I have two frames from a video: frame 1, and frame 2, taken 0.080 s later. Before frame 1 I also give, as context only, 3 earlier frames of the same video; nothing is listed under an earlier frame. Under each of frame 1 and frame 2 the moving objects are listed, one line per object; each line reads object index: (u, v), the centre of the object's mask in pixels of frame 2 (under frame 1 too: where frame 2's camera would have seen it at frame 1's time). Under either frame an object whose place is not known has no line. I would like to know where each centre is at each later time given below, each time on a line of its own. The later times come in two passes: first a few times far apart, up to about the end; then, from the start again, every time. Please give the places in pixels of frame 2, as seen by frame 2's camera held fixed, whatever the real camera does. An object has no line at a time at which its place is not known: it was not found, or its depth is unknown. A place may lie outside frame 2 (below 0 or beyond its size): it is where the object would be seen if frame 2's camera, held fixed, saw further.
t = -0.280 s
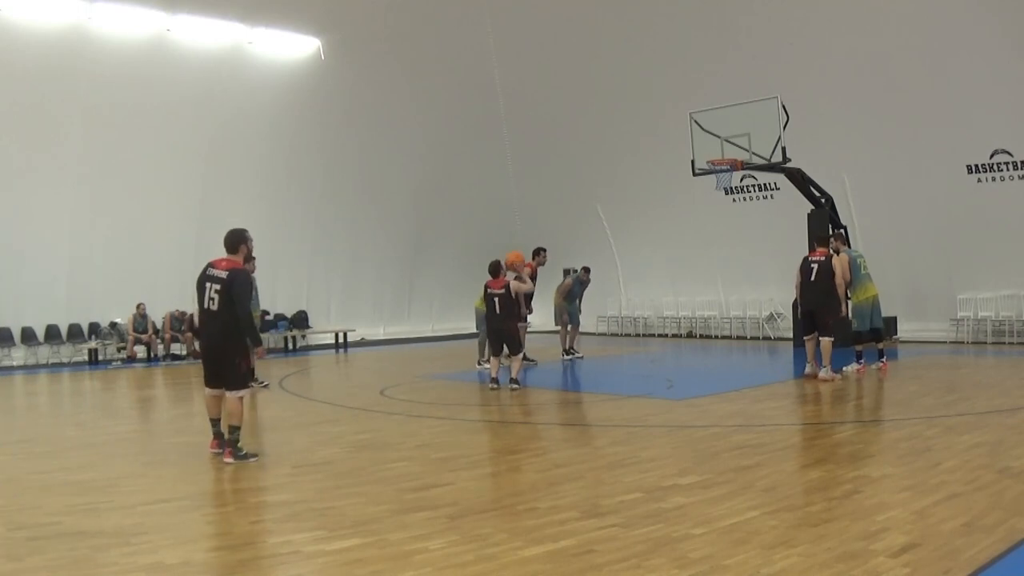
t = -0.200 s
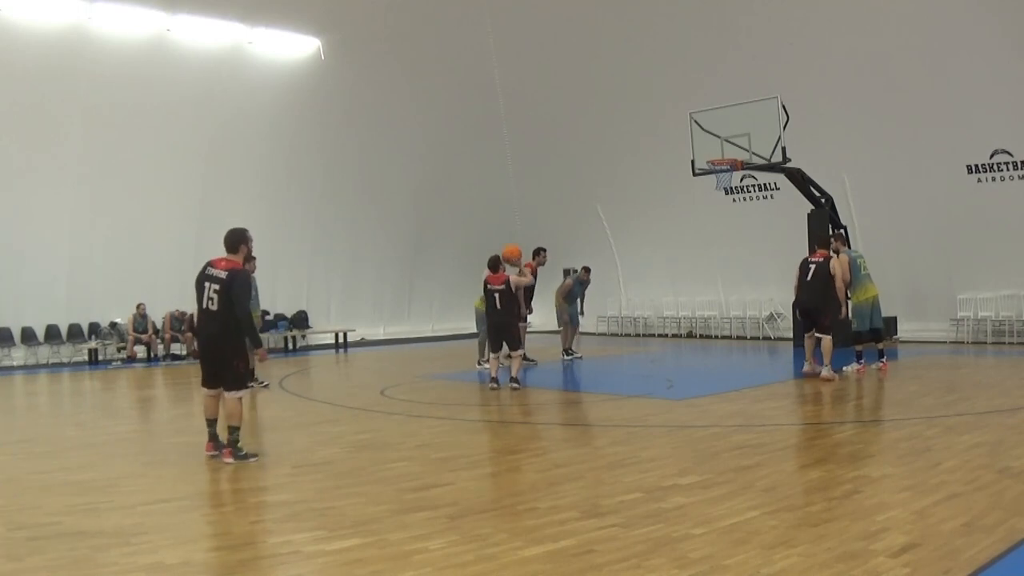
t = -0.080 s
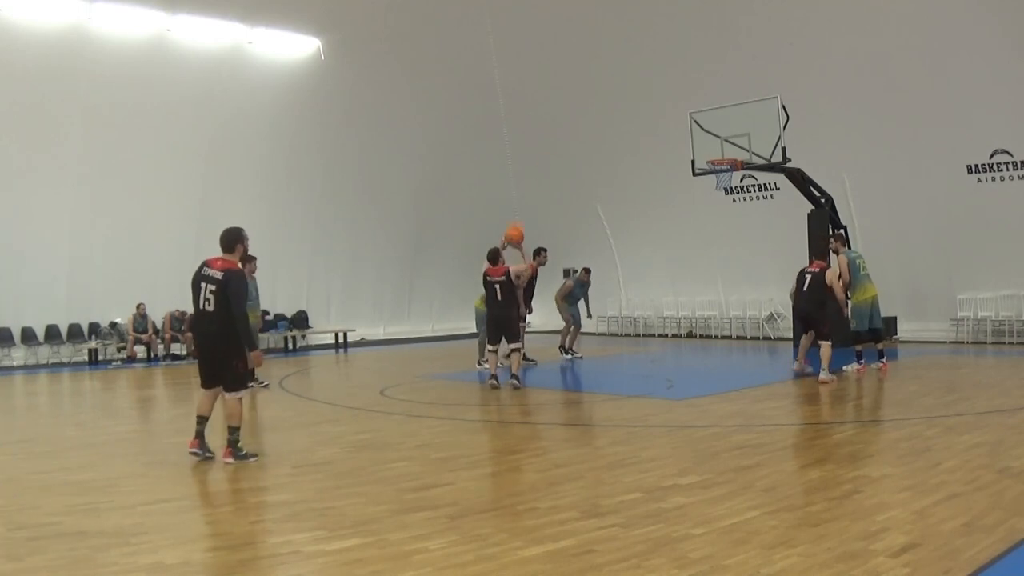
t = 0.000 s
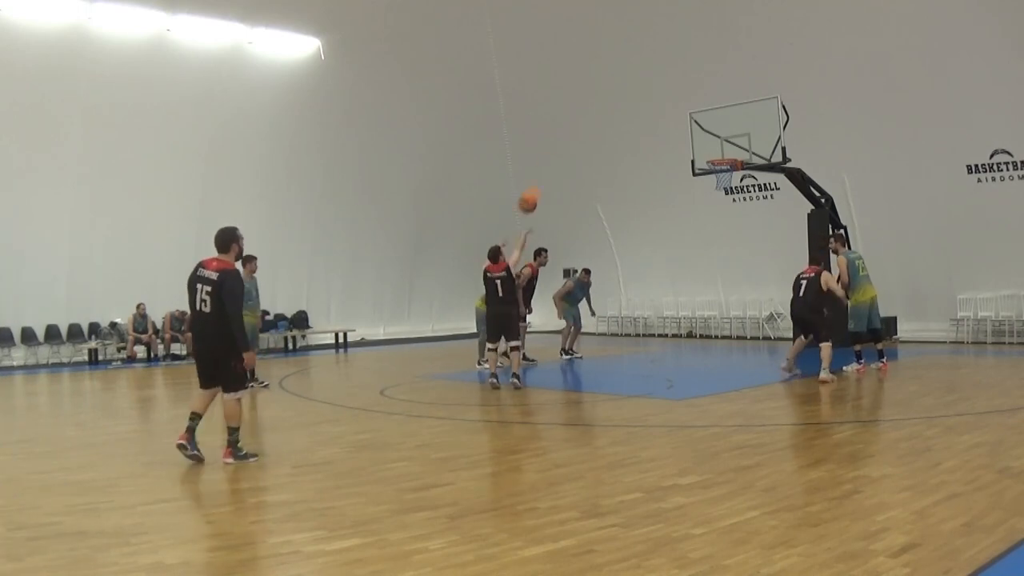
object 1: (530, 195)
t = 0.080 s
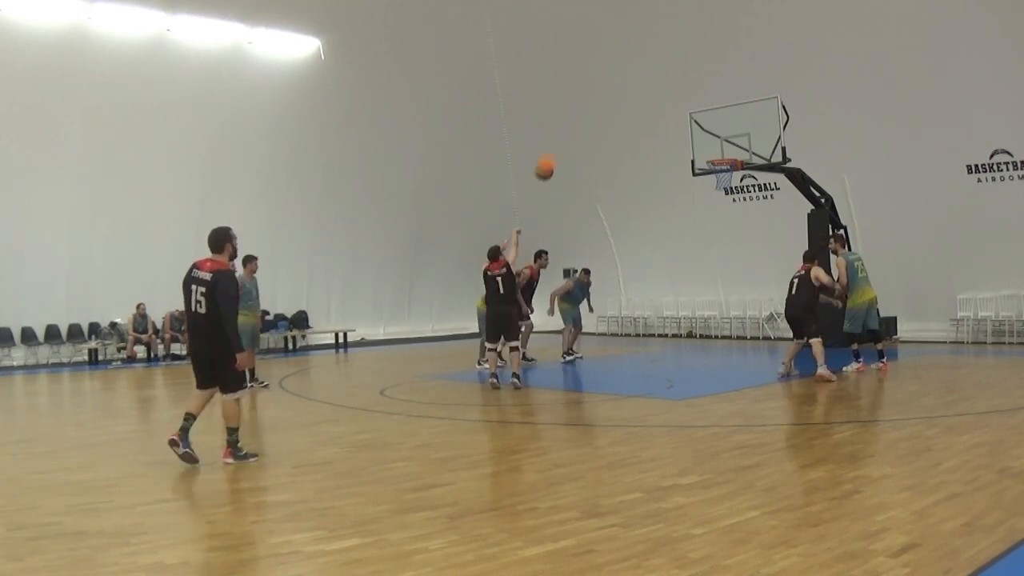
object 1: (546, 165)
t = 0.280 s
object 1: (585, 109)
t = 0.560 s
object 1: (636, 84)
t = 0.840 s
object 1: (685, 111)
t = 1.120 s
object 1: (725, 150)
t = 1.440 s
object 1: (723, 139)
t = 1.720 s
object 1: (714, 153)
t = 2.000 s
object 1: (700, 173)
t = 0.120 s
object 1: (554, 151)
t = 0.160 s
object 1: (561, 139)
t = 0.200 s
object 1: (570, 128)
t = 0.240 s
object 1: (577, 117)
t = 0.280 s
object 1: (585, 109)
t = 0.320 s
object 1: (592, 102)
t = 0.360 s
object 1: (600, 96)
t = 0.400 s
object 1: (607, 92)
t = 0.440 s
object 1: (615, 88)
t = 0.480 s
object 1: (622, 85)
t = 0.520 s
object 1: (629, 84)
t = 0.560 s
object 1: (636, 84)
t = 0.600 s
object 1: (643, 86)
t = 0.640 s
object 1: (651, 87)
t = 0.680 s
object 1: (657, 90)
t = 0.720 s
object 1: (664, 94)
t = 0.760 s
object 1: (671, 99)
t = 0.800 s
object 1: (678, 104)
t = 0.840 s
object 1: (685, 111)
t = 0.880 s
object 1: (692, 119)
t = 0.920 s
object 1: (698, 127)
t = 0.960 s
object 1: (705, 137)
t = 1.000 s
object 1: (711, 147)
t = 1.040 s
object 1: (716, 151)
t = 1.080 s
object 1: (721, 150)
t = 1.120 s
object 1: (725, 150)
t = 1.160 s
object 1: (729, 151)
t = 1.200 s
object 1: (729, 149)
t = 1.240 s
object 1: (727, 143)
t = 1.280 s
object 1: (727, 141)
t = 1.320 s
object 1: (726, 140)
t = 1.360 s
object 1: (725, 139)
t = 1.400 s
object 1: (724, 138)
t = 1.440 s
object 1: (723, 139)
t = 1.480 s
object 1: (723, 141)
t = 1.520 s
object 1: (722, 143)
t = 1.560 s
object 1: (721, 148)
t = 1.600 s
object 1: (720, 152)
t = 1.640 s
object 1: (720, 153)
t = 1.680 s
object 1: (717, 153)
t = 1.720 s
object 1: (714, 153)
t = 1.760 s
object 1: (711, 154)
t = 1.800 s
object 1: (710, 154)
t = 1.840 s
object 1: (708, 156)
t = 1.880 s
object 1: (706, 158)
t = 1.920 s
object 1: (703, 161)
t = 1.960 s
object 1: (702, 167)
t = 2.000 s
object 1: (700, 173)
